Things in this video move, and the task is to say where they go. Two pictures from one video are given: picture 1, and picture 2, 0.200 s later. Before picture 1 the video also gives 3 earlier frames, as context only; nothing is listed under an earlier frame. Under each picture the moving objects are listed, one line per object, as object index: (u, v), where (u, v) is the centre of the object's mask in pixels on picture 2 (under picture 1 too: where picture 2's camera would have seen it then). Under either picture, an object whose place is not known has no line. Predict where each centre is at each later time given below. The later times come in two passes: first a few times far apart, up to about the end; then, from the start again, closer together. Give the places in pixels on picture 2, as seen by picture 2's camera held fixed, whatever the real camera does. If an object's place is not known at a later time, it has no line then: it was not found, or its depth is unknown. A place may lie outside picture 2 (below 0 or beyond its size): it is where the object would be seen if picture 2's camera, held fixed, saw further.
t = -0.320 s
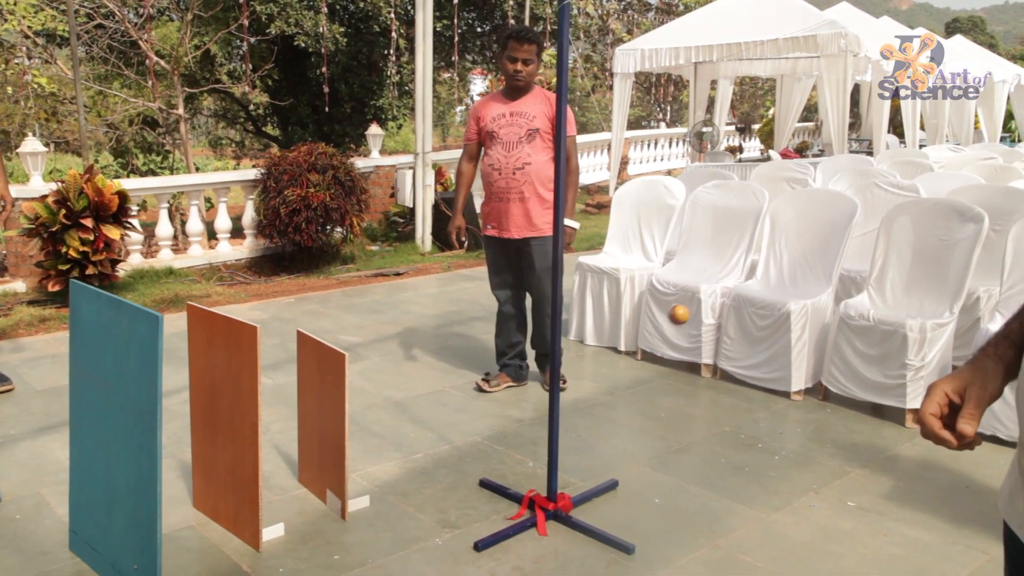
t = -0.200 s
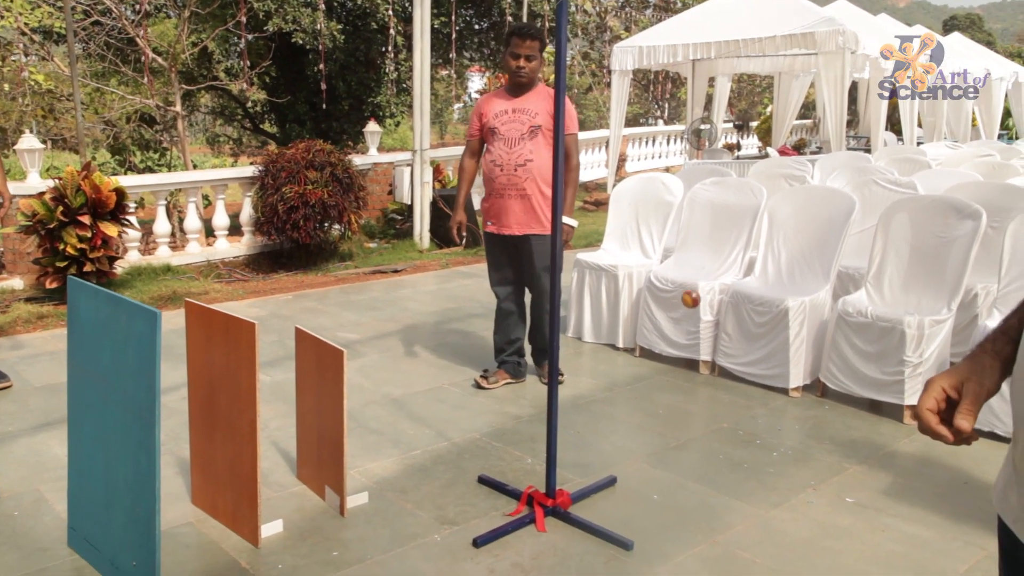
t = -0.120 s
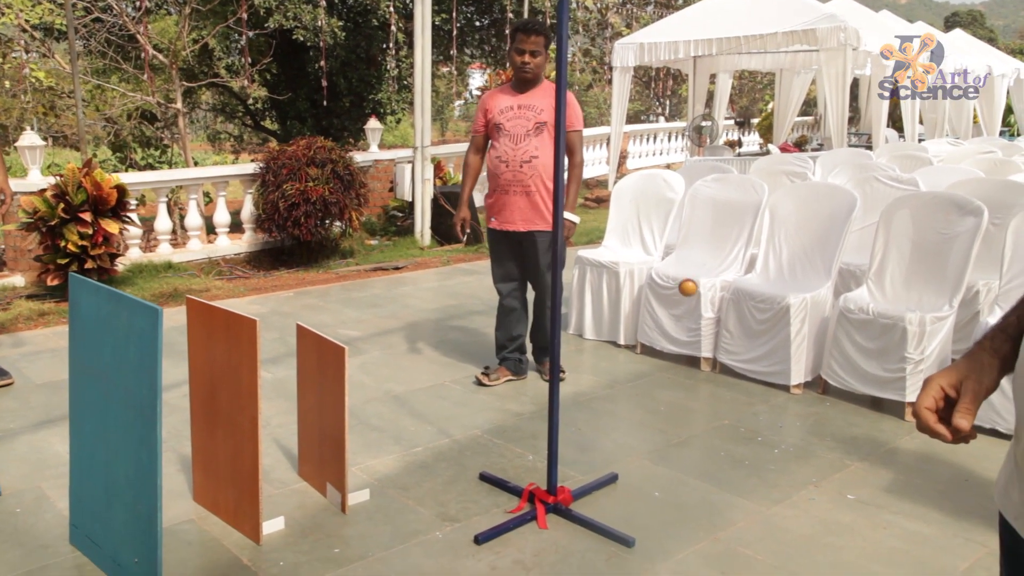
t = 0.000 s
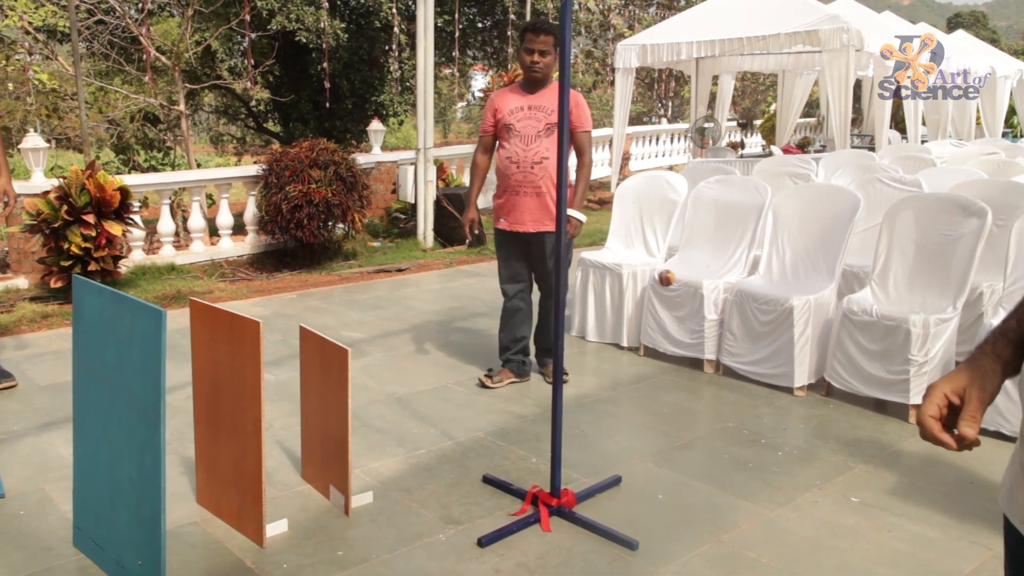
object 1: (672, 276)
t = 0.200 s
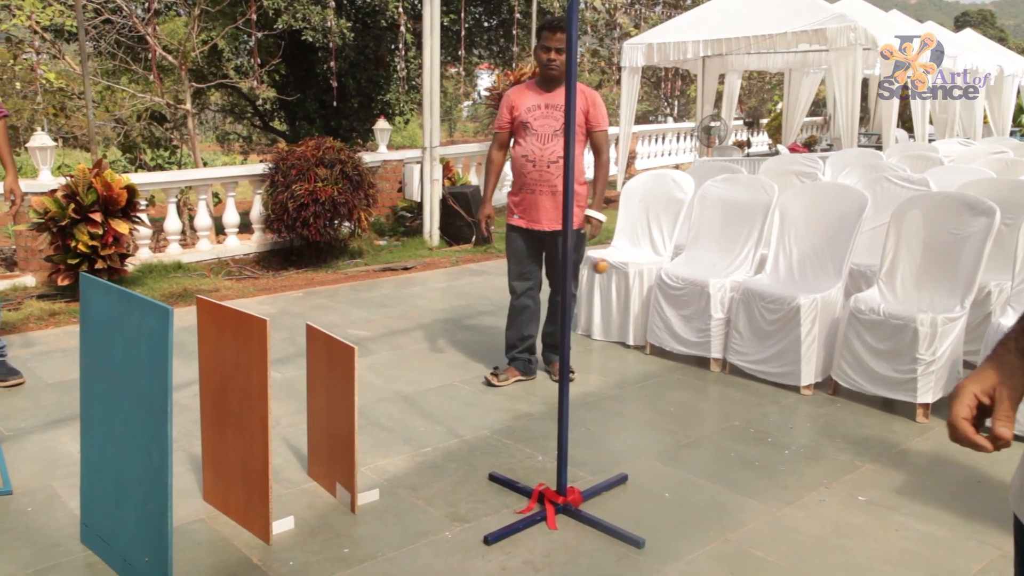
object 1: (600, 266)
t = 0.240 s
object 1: (583, 265)
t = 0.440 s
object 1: (498, 269)
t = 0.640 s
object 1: (432, 283)
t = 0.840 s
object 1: (418, 306)
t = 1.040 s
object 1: (480, 331)
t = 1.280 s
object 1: (619, 342)
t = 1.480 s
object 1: (704, 328)
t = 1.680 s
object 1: (715, 303)
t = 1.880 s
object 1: (665, 282)
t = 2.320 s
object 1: (477, 278)
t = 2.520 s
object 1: (413, 297)
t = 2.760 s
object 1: (408, 330)
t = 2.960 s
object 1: (488, 356)
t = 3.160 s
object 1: (617, 365)
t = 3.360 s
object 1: (717, 350)
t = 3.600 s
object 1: (733, 319)
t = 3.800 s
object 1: (680, 295)
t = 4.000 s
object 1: (594, 283)
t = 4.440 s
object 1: (415, 302)
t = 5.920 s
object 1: (654, 301)
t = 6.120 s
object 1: (554, 292)
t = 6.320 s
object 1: (458, 299)
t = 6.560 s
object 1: (373, 322)
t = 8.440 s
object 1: (465, 307)
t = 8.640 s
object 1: (380, 324)
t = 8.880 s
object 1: (366, 372)
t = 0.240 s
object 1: (583, 265)
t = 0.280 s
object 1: (558, 264)
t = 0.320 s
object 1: (549, 264)
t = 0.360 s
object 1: (531, 265)
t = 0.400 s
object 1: (514, 266)
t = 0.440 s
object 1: (498, 269)
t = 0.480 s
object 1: (482, 270)
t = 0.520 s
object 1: (467, 273)
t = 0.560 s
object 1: (454, 275)
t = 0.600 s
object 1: (442, 279)
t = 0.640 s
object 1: (432, 283)
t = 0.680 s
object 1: (424, 287)
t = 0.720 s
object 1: (419, 291)
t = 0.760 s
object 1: (416, 295)
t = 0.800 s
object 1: (416, 300)
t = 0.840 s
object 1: (418, 306)
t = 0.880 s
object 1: (424, 310)
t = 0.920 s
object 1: (433, 316)
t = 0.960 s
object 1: (446, 322)
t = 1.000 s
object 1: (462, 326)
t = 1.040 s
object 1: (480, 331)
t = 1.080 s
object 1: (502, 335)
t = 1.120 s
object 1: (522, 337)
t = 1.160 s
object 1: (547, 339)
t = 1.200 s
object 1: (569, 342)
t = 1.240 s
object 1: (595, 342)
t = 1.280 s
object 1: (619, 342)
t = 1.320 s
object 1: (643, 341)
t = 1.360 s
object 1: (661, 338)
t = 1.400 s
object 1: (678, 336)
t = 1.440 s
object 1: (693, 332)
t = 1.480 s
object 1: (704, 328)
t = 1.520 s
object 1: (713, 324)
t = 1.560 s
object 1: (718, 318)
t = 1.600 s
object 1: (720, 313)
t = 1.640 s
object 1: (719, 308)
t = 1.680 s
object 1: (715, 303)
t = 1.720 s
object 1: (708, 298)
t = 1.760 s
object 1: (700, 294)
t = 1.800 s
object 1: (691, 291)
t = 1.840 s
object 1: (679, 287)
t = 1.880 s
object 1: (665, 282)
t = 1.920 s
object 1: (650, 280)
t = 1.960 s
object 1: (634, 277)
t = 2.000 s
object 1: (617, 276)
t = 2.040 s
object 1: (600, 274)
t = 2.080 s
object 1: (583, 273)
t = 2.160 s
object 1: (547, 272)
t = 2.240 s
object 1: (511, 274)
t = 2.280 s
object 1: (495, 276)
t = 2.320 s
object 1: (477, 278)
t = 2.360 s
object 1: (461, 282)
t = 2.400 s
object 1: (447, 285)
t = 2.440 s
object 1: (434, 288)
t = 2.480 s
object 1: (422, 292)
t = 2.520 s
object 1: (413, 297)
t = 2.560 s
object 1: (405, 301)
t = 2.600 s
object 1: (400, 307)
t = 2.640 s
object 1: (397, 312)
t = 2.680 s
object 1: (398, 318)
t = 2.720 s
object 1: (401, 324)
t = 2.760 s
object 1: (408, 330)
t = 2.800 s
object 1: (418, 336)
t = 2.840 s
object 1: (431, 342)
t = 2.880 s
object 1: (447, 347)
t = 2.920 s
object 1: (466, 352)
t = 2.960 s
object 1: (488, 356)
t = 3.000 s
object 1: (514, 359)
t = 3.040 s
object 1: (541, 362)
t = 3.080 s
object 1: (565, 364)
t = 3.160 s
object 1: (617, 365)
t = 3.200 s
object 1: (641, 364)
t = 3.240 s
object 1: (665, 361)
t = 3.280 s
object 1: (685, 359)
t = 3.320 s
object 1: (702, 355)
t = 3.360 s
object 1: (717, 350)
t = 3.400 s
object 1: (727, 345)
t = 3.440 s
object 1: (735, 341)
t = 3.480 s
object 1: (739, 335)
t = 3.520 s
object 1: (739, 330)
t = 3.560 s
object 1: (738, 324)
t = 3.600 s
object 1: (733, 319)
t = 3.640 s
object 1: (726, 314)
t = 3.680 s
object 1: (717, 308)
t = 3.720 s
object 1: (705, 303)
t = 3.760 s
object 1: (693, 299)
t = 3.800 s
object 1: (680, 295)
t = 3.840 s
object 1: (663, 291)
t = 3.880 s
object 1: (646, 289)
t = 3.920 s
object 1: (629, 286)
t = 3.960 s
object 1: (612, 284)
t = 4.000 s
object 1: (594, 283)
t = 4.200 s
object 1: (502, 283)
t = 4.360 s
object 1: (440, 293)
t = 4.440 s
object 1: (415, 302)
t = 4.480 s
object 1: (405, 307)
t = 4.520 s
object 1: (396, 312)
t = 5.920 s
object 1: (654, 301)
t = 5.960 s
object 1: (634, 298)
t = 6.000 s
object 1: (615, 296)
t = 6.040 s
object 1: (595, 295)
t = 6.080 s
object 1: (579, 294)
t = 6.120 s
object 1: (554, 292)
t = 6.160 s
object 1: (536, 292)
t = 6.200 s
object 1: (515, 292)
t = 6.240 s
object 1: (497, 293)
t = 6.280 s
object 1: (477, 296)
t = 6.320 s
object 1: (458, 299)
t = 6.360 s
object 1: (440, 301)
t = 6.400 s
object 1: (423, 305)
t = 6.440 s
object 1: (408, 309)
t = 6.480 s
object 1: (394, 313)
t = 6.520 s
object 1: (383, 317)
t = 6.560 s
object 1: (373, 322)
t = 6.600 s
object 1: (364, 329)
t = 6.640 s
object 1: (358, 337)
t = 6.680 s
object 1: (353, 346)
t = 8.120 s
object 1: (628, 307)
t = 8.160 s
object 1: (608, 306)
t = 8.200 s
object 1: (587, 304)
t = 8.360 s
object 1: (505, 302)
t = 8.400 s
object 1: (486, 303)
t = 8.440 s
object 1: (465, 307)
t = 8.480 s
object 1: (446, 309)
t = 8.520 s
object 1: (428, 312)
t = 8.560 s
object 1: (411, 316)
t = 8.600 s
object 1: (395, 320)
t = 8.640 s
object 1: (380, 324)
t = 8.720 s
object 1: (355, 336)
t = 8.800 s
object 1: (351, 348)
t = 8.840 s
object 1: (357, 359)
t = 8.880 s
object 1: (366, 372)
